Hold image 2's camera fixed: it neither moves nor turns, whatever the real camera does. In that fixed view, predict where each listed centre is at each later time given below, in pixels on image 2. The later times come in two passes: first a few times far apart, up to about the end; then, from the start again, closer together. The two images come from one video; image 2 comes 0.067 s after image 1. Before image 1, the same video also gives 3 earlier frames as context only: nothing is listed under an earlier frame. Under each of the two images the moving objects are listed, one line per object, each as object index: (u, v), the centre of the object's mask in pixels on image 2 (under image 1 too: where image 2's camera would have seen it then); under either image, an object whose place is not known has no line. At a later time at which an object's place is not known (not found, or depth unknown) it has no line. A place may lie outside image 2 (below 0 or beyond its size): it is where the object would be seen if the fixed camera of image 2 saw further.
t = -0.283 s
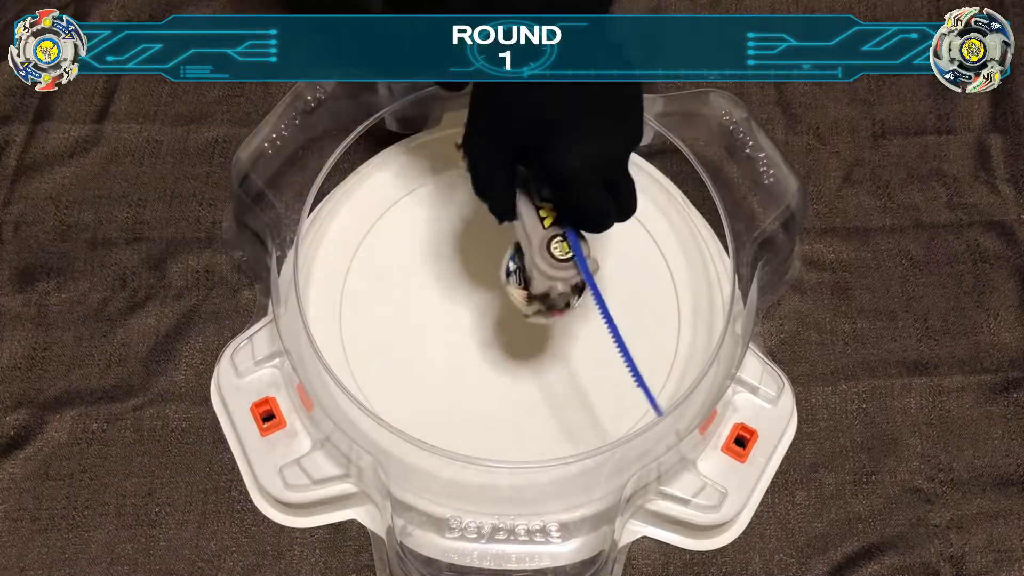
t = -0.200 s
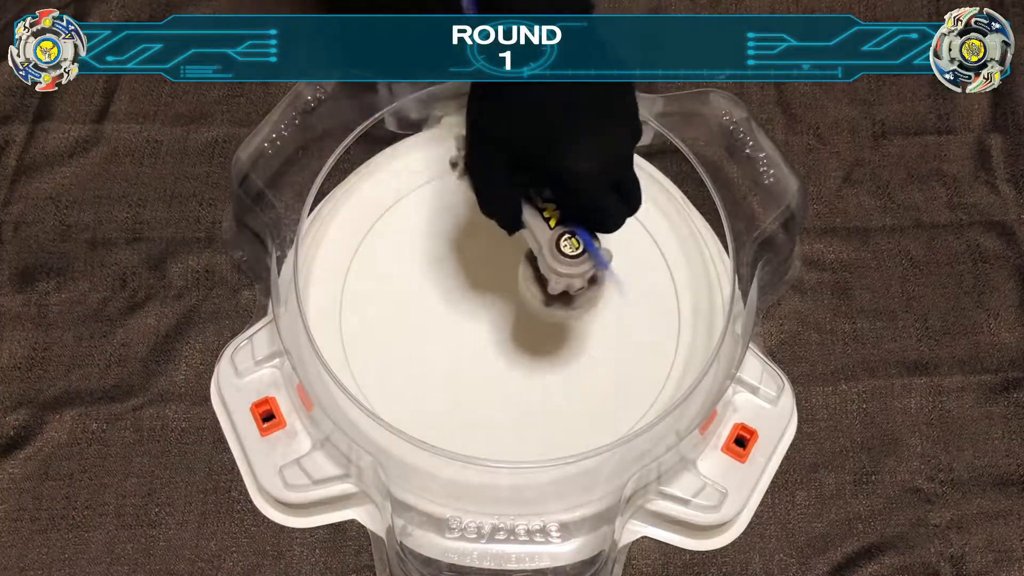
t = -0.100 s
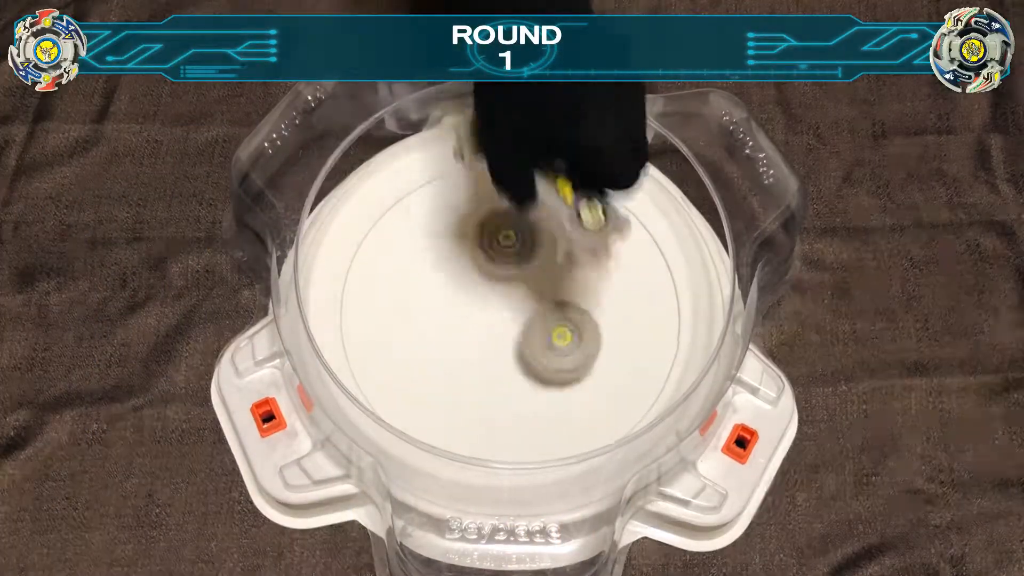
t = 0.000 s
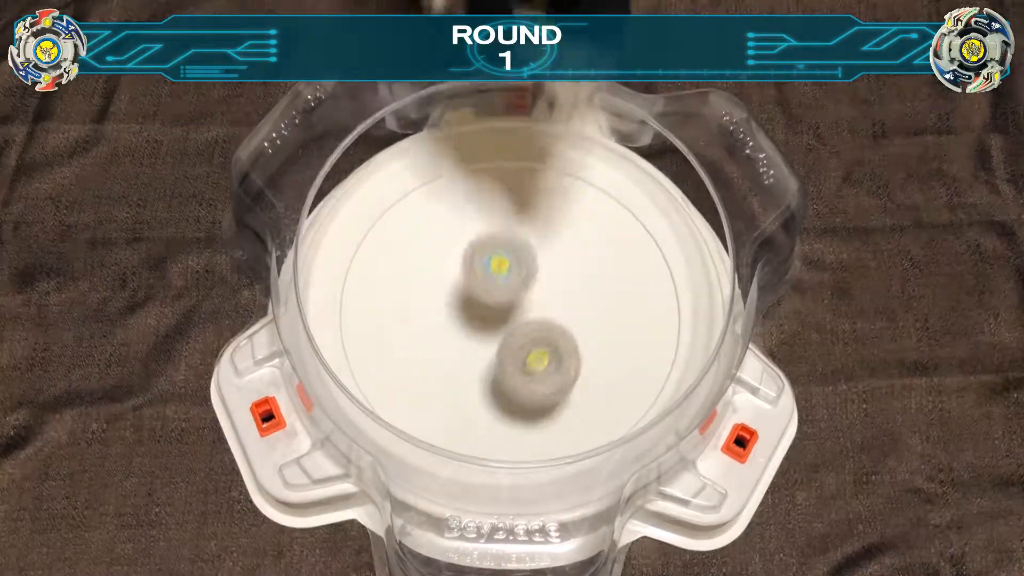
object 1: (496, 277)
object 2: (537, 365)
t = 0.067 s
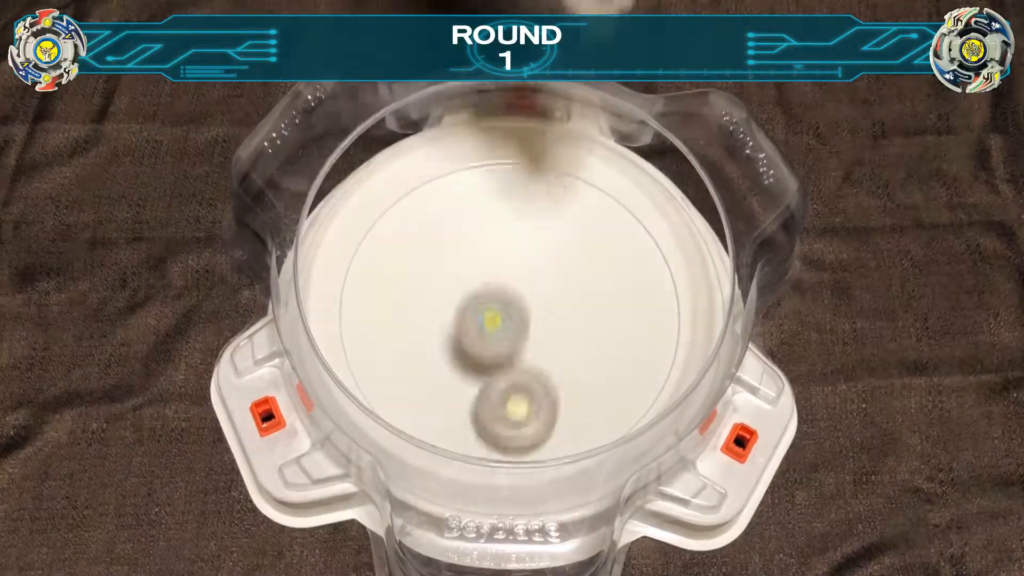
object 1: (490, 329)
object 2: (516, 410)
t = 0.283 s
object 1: (457, 235)
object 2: (583, 470)
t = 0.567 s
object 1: (443, 240)
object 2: (626, 354)
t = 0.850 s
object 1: (492, 285)
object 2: (586, 309)
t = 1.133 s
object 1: (491, 271)
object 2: (579, 310)
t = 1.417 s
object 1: (473, 278)
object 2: (572, 327)
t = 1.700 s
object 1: (489, 306)
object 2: (592, 334)
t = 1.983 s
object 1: (480, 295)
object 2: (636, 335)
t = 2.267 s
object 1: (480, 308)
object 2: (627, 308)
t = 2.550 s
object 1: (503, 318)
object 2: (579, 305)
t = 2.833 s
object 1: (458, 340)
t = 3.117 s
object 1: (482, 353)
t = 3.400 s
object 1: (484, 354)
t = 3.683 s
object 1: (485, 353)
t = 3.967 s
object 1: (487, 352)
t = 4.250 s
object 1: (487, 357)
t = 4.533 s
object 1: (505, 340)
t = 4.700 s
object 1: (519, 349)
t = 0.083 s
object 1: (488, 342)
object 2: (515, 416)
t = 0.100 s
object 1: (481, 334)
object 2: (523, 427)
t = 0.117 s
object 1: (474, 321)
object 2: (533, 443)
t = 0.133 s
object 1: (468, 309)
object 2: (541, 456)
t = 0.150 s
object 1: (466, 297)
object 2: (551, 472)
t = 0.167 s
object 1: (464, 285)
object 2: (567, 487)
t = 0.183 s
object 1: (461, 273)
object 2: (577, 495)
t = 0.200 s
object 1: (460, 264)
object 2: (581, 495)
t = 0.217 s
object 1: (459, 255)
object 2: (581, 491)
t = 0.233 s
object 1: (458, 249)
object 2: (580, 488)
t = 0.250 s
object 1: (457, 243)
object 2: (581, 485)
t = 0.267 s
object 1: (457, 239)
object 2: (582, 479)
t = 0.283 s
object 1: (457, 235)
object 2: (583, 470)
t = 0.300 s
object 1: (456, 233)
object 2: (585, 464)
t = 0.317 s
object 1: (454, 231)
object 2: (589, 458)
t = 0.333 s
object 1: (453, 230)
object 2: (593, 451)
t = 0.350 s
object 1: (450, 229)
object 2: (596, 445)
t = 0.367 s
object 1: (448, 228)
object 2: (601, 439)
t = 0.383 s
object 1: (446, 228)
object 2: (604, 433)
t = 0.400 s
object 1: (445, 227)
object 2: (608, 424)
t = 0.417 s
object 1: (443, 227)
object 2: (612, 414)
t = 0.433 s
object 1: (442, 228)
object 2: (615, 407)
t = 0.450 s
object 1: (441, 229)
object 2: (618, 400)
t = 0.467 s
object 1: (441, 230)
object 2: (620, 393)
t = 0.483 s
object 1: (441, 231)
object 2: (623, 385)
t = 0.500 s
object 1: (441, 233)
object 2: (625, 378)
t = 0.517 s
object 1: (441, 234)
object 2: (626, 372)
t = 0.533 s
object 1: (442, 236)
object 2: (626, 365)
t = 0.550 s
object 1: (442, 238)
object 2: (626, 359)
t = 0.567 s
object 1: (443, 240)
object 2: (626, 354)
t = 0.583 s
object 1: (444, 242)
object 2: (625, 349)
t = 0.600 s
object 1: (445, 245)
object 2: (625, 345)
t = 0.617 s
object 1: (446, 247)
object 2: (623, 341)
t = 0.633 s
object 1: (448, 250)
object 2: (622, 338)
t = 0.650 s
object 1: (450, 253)
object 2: (620, 335)
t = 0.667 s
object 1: (452, 257)
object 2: (618, 331)
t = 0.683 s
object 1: (455, 260)
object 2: (615, 329)
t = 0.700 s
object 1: (457, 263)
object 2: (613, 326)
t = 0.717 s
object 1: (460, 266)
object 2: (610, 323)
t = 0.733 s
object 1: (463, 269)
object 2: (608, 321)
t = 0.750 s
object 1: (467, 272)
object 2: (605, 319)
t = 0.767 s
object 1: (470, 275)
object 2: (602, 317)
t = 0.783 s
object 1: (474, 277)
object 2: (599, 315)
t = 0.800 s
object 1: (478, 280)
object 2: (596, 313)
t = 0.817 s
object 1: (482, 282)
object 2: (592, 311)
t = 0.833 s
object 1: (487, 284)
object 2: (589, 310)
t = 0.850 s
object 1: (492, 285)
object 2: (586, 309)
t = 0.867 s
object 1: (497, 287)
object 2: (583, 308)
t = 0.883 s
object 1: (501, 287)
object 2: (580, 307)
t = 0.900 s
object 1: (504, 287)
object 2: (579, 307)
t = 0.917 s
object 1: (505, 286)
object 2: (579, 307)
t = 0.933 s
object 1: (506, 284)
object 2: (579, 307)
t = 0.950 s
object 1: (502, 281)
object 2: (583, 310)
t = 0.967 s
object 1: (498, 277)
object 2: (587, 311)
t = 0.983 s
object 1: (495, 274)
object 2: (589, 313)
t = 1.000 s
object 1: (494, 273)
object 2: (590, 313)
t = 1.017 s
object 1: (493, 271)
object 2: (591, 314)
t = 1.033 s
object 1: (492, 271)
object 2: (590, 313)
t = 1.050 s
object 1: (492, 271)
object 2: (589, 313)
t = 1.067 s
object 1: (492, 271)
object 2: (588, 313)
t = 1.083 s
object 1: (492, 271)
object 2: (586, 312)
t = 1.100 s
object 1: (492, 271)
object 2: (584, 311)
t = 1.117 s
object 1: (491, 271)
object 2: (581, 311)
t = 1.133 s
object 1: (491, 271)
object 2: (579, 310)
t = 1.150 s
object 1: (491, 272)
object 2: (576, 309)
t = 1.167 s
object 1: (491, 272)
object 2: (574, 309)
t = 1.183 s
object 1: (491, 272)
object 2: (571, 309)
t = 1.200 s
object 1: (492, 273)
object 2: (569, 309)
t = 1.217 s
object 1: (492, 273)
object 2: (566, 309)
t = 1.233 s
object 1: (493, 274)
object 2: (563, 309)
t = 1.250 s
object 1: (493, 274)
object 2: (561, 309)
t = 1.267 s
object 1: (488, 271)
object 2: (564, 313)
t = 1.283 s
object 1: (484, 269)
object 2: (567, 316)
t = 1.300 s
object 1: (481, 267)
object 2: (569, 319)
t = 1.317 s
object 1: (478, 267)
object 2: (571, 322)
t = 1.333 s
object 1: (477, 267)
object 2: (572, 324)
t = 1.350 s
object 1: (475, 269)
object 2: (573, 325)
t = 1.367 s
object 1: (474, 271)
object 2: (573, 326)
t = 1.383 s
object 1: (474, 273)
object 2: (573, 327)
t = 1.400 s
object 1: (473, 275)
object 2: (573, 327)
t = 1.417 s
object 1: (473, 278)
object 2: (572, 327)
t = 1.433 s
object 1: (474, 281)
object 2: (572, 328)
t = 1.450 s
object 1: (474, 283)
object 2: (571, 327)
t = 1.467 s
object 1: (475, 286)
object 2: (570, 327)
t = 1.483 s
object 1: (476, 289)
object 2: (569, 327)
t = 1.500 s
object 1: (478, 292)
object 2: (569, 326)
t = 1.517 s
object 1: (480, 295)
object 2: (568, 326)
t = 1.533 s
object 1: (482, 297)
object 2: (567, 326)
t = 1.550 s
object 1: (485, 300)
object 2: (566, 326)
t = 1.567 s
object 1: (488, 303)
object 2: (566, 326)
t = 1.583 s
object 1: (491, 305)
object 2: (565, 326)
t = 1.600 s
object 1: (489, 304)
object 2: (570, 328)
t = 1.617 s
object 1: (487, 304)
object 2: (576, 330)
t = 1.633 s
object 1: (486, 304)
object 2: (581, 332)
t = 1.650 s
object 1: (486, 304)
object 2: (585, 333)
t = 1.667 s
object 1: (486, 305)
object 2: (588, 334)
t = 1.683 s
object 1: (487, 306)
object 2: (590, 334)
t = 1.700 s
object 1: (489, 306)
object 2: (592, 334)
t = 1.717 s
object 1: (490, 307)
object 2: (593, 334)
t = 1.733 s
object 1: (491, 308)
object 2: (593, 333)
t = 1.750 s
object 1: (493, 309)
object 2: (593, 333)
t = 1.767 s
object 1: (495, 310)
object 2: (593, 332)
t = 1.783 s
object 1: (497, 310)
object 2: (592, 331)
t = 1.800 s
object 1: (500, 311)
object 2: (591, 330)
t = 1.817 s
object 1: (503, 311)
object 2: (590, 329)
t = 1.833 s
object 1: (505, 312)
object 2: (588, 328)
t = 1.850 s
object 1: (509, 312)
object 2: (587, 327)
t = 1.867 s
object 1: (509, 311)
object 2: (588, 328)
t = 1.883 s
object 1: (502, 307)
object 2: (598, 330)
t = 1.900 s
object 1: (495, 303)
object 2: (607, 333)
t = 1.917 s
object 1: (490, 300)
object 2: (615, 335)
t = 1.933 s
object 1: (486, 297)
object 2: (622, 336)
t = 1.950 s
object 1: (483, 296)
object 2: (628, 337)
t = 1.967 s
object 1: (481, 295)
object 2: (633, 336)
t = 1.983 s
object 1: (480, 295)
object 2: (636, 335)
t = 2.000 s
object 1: (479, 295)
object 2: (637, 334)
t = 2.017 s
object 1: (479, 296)
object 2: (638, 332)
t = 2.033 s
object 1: (478, 297)
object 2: (639, 331)
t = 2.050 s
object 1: (478, 297)
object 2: (639, 329)
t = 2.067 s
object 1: (477, 298)
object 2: (639, 327)
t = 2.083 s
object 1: (477, 299)
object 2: (639, 325)
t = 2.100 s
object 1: (477, 300)
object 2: (639, 324)
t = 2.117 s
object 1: (477, 301)
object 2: (639, 322)
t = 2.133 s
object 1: (477, 302)
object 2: (638, 320)
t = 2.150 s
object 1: (477, 302)
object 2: (638, 318)
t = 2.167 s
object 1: (477, 304)
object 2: (637, 317)
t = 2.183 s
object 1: (477, 304)
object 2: (636, 315)
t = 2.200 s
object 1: (478, 305)
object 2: (634, 313)
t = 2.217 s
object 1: (478, 306)
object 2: (633, 312)
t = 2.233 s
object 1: (478, 307)
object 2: (631, 311)
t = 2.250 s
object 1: (479, 308)
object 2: (629, 310)
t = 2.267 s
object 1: (480, 308)
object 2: (627, 308)
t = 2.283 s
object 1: (480, 309)
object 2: (625, 307)
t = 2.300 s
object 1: (481, 310)
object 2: (622, 307)
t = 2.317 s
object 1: (482, 311)
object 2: (620, 306)
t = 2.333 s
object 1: (483, 311)
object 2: (617, 305)
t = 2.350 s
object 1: (484, 312)
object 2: (615, 304)
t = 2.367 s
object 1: (484, 312)
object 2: (612, 304)
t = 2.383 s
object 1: (486, 313)
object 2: (610, 304)
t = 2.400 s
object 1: (487, 314)
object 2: (606, 304)
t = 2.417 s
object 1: (488, 314)
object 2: (603, 303)
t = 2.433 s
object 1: (490, 315)
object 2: (601, 304)
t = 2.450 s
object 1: (491, 316)
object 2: (598, 303)
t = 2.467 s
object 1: (493, 316)
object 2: (595, 304)
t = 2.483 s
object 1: (495, 317)
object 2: (591, 304)
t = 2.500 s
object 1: (497, 317)
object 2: (588, 304)
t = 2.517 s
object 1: (499, 318)
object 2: (585, 305)
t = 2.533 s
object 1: (502, 318)
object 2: (582, 305)
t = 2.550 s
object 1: (503, 318)
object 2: (579, 305)
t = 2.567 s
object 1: (496, 317)
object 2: (585, 307)
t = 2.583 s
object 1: (486, 315)
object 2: (593, 308)
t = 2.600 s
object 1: (478, 314)
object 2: (599, 310)
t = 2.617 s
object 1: (471, 313)
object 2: (603, 311)
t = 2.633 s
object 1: (466, 313)
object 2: (606, 312)
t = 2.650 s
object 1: (462, 313)
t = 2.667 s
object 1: (458, 314)
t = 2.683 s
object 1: (456, 315)
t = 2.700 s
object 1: (454, 317)
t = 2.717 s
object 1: (453, 320)
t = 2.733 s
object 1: (453, 323)
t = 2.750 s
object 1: (453, 326)
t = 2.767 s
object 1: (453, 329)
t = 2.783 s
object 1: (453, 332)
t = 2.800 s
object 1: (455, 334)
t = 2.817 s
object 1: (456, 337)
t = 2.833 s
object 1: (458, 340)
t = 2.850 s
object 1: (460, 342)
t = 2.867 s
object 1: (463, 344)
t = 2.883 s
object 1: (466, 345)
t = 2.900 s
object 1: (469, 347)
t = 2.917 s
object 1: (472, 349)
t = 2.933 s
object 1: (476, 350)
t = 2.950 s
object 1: (480, 350)
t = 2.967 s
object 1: (484, 350)
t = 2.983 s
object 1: (488, 350)
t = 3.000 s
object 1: (491, 350)
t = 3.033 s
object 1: (488, 351)
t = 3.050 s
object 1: (484, 352)
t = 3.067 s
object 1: (482, 353)
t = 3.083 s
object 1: (481, 353)
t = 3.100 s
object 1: (481, 353)
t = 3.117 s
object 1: (482, 353)
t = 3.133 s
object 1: (482, 353)
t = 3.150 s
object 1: (483, 353)
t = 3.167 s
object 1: (484, 353)
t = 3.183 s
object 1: (484, 353)
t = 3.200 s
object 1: (485, 353)
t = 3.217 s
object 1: (486, 353)
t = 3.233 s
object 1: (487, 353)
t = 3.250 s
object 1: (488, 352)
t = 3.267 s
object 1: (489, 352)
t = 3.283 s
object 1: (490, 351)
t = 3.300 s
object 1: (490, 351)
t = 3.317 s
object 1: (488, 352)
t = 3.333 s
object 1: (486, 354)
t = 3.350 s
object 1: (484, 354)
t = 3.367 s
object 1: (484, 354)
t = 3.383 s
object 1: (484, 354)
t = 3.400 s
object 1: (484, 354)
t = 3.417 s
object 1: (485, 354)
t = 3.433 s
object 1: (486, 353)
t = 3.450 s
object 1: (486, 353)
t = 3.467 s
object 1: (487, 352)
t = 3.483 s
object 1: (488, 352)
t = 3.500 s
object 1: (489, 351)
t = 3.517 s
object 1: (487, 353)
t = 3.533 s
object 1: (486, 353)
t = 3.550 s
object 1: (485, 354)
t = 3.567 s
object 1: (485, 354)
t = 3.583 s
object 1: (486, 353)
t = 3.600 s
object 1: (486, 353)
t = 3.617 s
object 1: (486, 352)
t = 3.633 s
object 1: (487, 352)
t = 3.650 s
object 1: (487, 352)
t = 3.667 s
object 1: (486, 353)
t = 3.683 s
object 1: (485, 353)
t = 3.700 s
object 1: (485, 353)
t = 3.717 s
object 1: (485, 353)
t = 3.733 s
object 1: (485, 353)
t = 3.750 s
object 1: (486, 352)
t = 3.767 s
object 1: (486, 352)
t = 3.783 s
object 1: (487, 352)
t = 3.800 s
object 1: (487, 351)
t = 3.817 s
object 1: (487, 352)
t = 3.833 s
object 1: (486, 354)
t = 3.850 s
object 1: (485, 354)
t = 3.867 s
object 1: (485, 354)
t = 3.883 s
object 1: (485, 354)
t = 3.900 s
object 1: (485, 354)
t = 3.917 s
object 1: (485, 353)
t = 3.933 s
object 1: (486, 353)
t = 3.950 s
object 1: (486, 352)
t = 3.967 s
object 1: (487, 352)
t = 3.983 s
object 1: (487, 351)
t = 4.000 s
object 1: (487, 351)
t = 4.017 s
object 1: (488, 350)
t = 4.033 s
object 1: (488, 349)
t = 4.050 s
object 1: (489, 349)
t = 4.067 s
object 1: (489, 348)
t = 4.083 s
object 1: (490, 347)
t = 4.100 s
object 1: (491, 345)
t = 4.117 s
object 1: (491, 344)
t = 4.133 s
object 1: (492, 343)
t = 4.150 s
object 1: (490, 348)
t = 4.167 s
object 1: (488, 351)
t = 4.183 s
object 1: (487, 354)
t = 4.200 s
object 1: (486, 355)
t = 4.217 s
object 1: (486, 356)
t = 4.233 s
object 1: (487, 357)
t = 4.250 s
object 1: (487, 357)
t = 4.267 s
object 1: (488, 357)
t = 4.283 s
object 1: (489, 356)
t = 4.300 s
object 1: (490, 356)
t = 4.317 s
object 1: (491, 355)
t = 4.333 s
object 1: (492, 354)
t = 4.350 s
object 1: (493, 354)
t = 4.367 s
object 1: (495, 353)
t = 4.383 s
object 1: (495, 352)
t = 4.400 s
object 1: (497, 351)
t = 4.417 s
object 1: (498, 350)
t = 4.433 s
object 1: (499, 348)
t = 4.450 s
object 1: (500, 347)
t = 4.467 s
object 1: (501, 346)
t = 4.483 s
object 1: (502, 345)
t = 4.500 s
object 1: (503, 343)
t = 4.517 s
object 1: (504, 342)
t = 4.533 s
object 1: (505, 340)
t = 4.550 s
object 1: (505, 339)
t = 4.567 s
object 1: (507, 338)
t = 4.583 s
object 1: (508, 337)
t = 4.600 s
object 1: (509, 341)
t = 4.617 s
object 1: (510, 345)
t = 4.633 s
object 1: (512, 347)
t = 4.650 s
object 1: (513, 348)
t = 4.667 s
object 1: (515, 349)
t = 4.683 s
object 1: (517, 349)
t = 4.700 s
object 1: (519, 349)
